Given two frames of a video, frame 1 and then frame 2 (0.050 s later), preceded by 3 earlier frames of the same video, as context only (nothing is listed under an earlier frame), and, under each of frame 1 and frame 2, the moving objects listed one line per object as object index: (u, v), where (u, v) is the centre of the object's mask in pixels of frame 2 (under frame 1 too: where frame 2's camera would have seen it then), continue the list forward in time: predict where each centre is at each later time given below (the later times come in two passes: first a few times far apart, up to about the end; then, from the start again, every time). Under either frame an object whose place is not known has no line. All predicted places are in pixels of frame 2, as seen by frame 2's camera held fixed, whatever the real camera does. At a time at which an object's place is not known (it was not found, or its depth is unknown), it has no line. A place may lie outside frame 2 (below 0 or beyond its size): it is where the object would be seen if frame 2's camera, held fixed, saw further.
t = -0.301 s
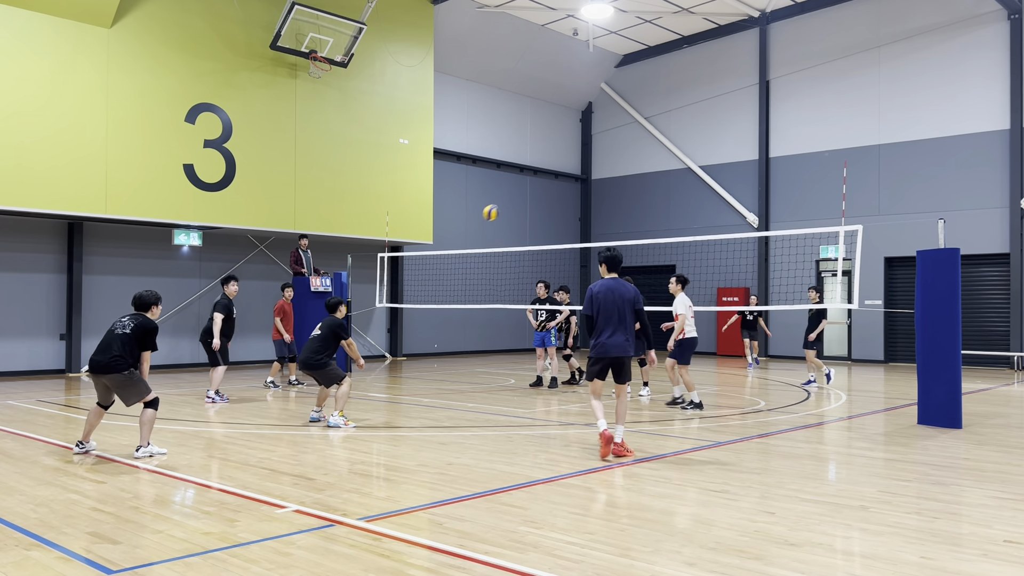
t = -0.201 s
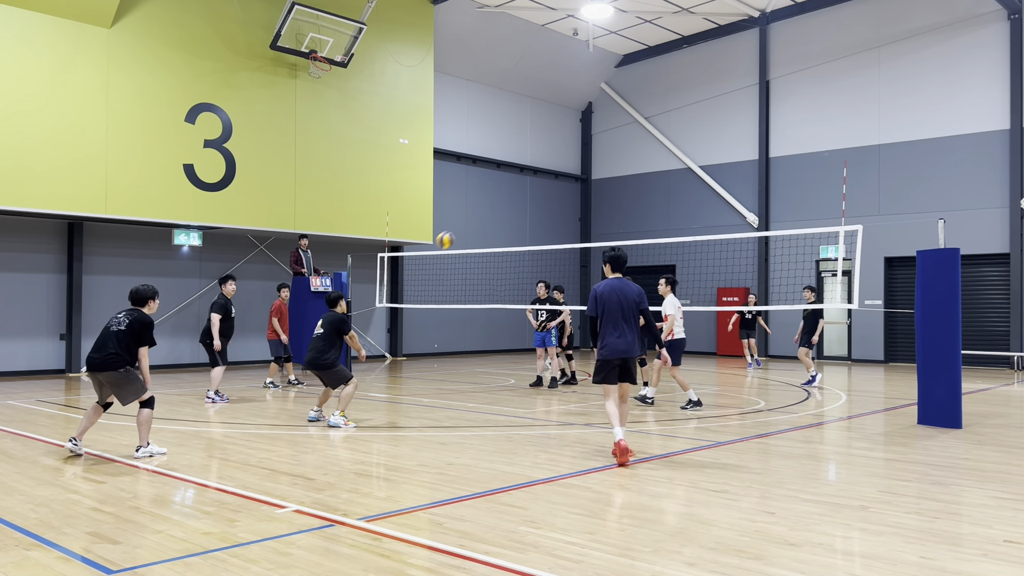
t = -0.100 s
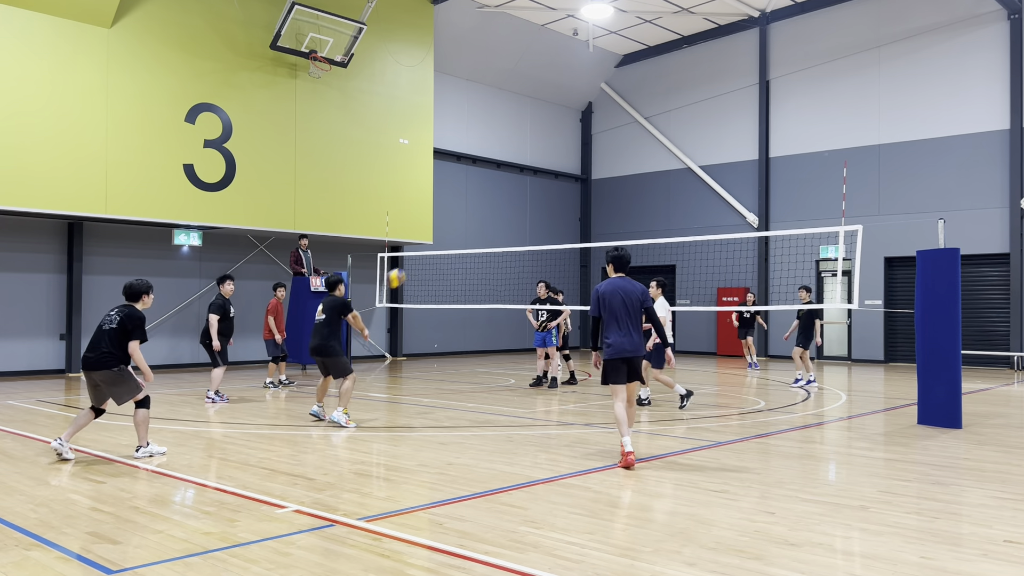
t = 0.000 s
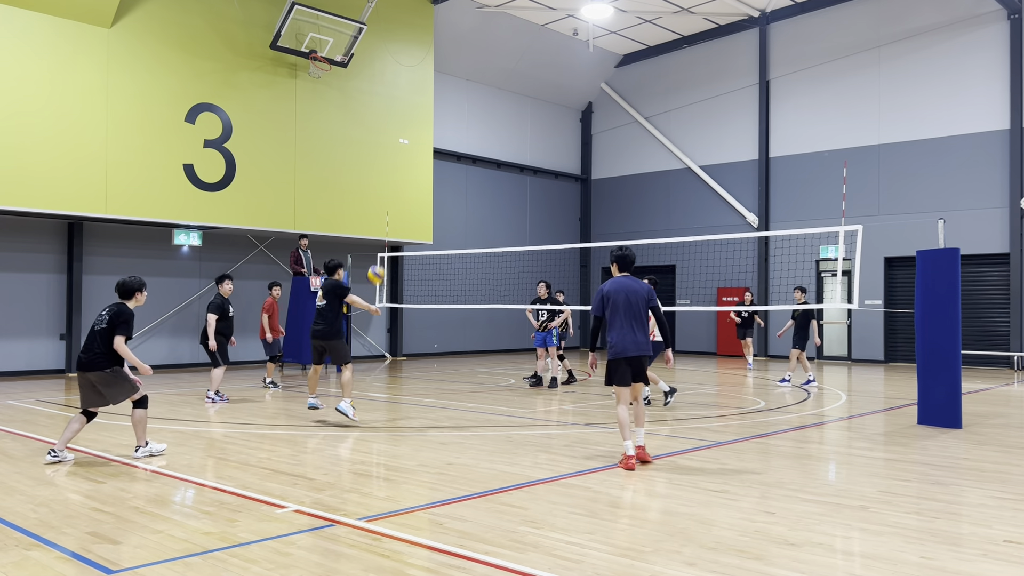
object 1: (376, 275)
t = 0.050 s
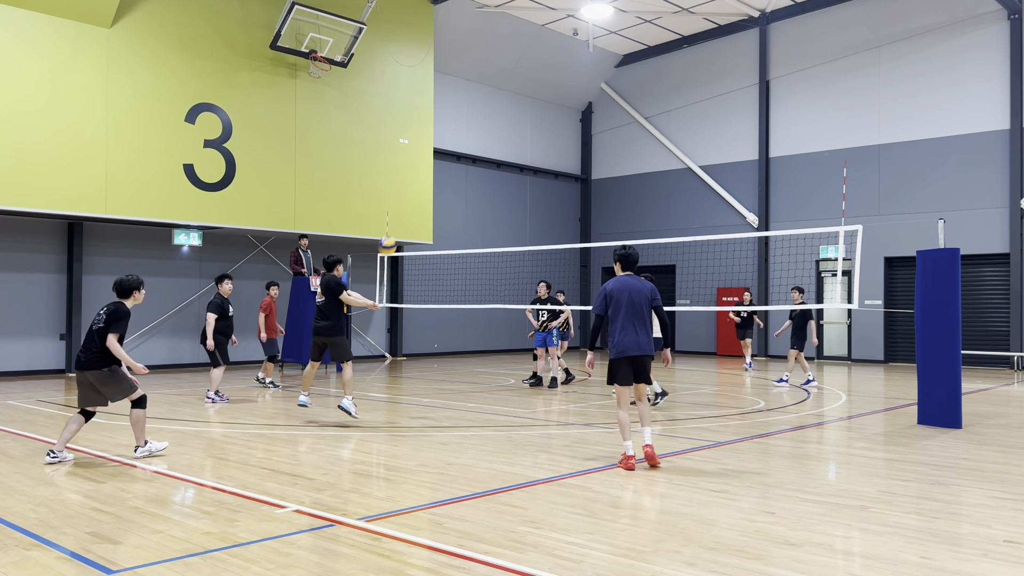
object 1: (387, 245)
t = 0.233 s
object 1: (427, 160)
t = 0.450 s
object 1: (469, 98)
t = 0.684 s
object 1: (512, 75)
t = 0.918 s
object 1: (554, 97)
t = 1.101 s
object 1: (585, 144)
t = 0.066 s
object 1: (391, 237)
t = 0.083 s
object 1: (395, 227)
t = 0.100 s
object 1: (398, 219)
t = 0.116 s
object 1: (402, 210)
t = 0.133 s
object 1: (406, 203)
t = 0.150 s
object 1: (409, 195)
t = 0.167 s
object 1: (413, 187)
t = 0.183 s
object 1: (416, 180)
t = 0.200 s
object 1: (420, 173)
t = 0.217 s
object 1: (423, 166)
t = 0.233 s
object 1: (427, 160)
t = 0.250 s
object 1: (430, 154)
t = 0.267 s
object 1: (434, 148)
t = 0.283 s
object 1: (437, 142)
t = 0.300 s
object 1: (440, 136)
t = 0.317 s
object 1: (443, 131)
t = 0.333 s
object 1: (446, 126)
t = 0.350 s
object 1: (450, 122)
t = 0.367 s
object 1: (453, 117)
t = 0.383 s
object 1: (456, 113)
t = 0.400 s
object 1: (460, 109)
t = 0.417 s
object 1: (463, 105)
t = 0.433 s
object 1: (466, 101)
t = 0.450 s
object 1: (469, 98)
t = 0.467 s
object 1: (472, 95)
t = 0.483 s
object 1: (475, 92)
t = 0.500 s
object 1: (479, 89)
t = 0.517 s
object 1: (482, 87)
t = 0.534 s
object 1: (485, 84)
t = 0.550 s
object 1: (488, 82)
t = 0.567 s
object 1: (491, 81)
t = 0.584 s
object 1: (494, 79)
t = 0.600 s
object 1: (497, 78)
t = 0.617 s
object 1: (500, 77)
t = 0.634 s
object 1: (503, 76)
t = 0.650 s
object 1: (506, 76)
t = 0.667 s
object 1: (509, 75)
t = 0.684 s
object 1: (512, 75)
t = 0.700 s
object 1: (515, 75)
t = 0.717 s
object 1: (518, 76)
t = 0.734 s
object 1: (521, 76)
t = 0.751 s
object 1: (524, 77)
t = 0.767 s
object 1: (527, 78)
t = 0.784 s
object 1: (530, 79)
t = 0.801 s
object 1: (534, 81)
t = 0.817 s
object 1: (537, 83)
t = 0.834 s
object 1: (540, 84)
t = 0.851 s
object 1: (543, 87)
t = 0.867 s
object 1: (545, 89)
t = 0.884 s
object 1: (548, 91)
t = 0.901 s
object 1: (551, 94)
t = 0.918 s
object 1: (554, 97)
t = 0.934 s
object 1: (557, 100)
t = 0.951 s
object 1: (560, 103)
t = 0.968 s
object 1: (563, 107)
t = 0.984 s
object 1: (566, 111)
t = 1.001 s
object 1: (568, 115)
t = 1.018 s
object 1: (572, 119)
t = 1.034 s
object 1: (574, 124)
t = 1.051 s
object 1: (577, 129)
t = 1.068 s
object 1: (580, 134)
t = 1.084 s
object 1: (583, 139)
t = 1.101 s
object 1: (585, 144)
